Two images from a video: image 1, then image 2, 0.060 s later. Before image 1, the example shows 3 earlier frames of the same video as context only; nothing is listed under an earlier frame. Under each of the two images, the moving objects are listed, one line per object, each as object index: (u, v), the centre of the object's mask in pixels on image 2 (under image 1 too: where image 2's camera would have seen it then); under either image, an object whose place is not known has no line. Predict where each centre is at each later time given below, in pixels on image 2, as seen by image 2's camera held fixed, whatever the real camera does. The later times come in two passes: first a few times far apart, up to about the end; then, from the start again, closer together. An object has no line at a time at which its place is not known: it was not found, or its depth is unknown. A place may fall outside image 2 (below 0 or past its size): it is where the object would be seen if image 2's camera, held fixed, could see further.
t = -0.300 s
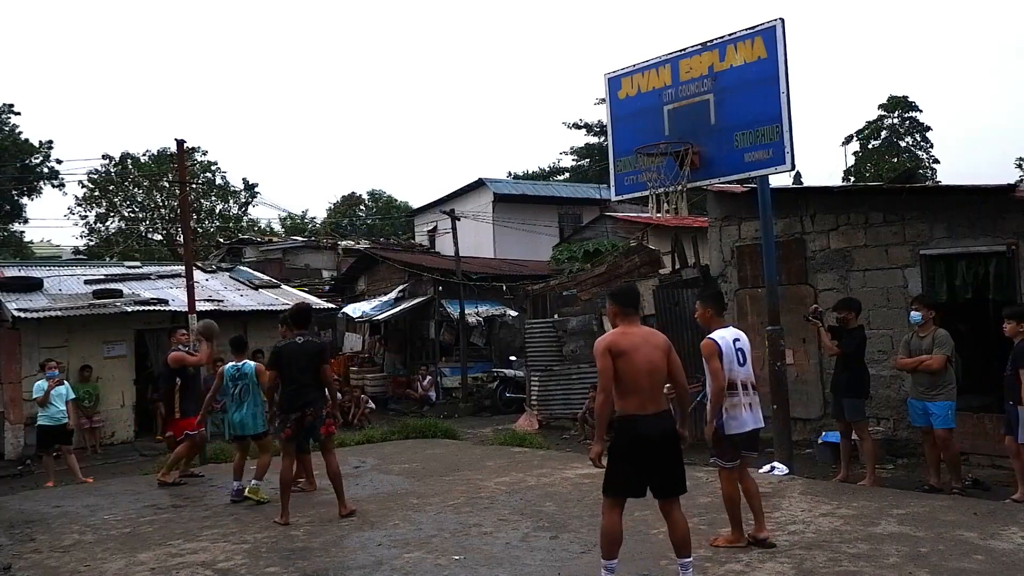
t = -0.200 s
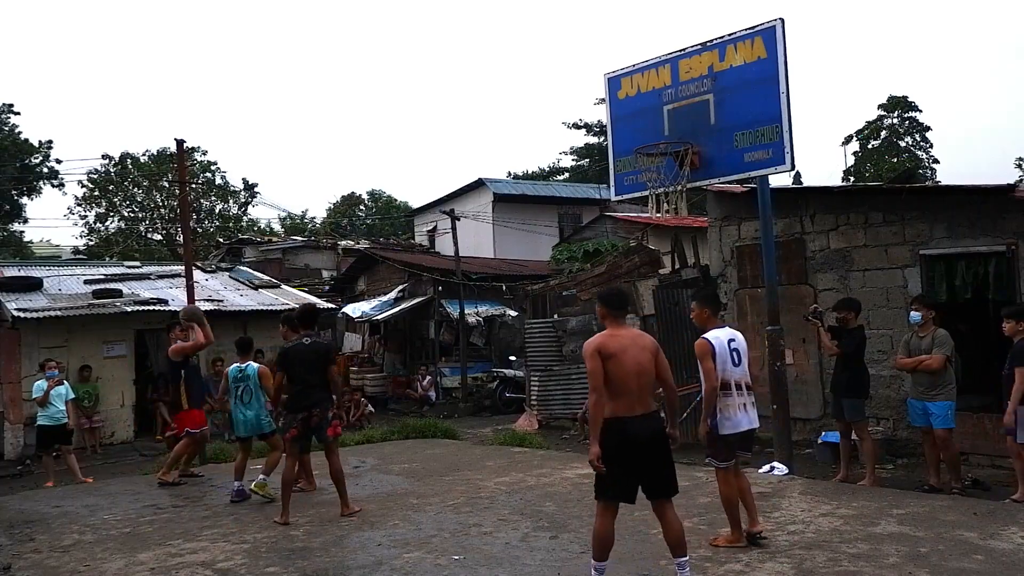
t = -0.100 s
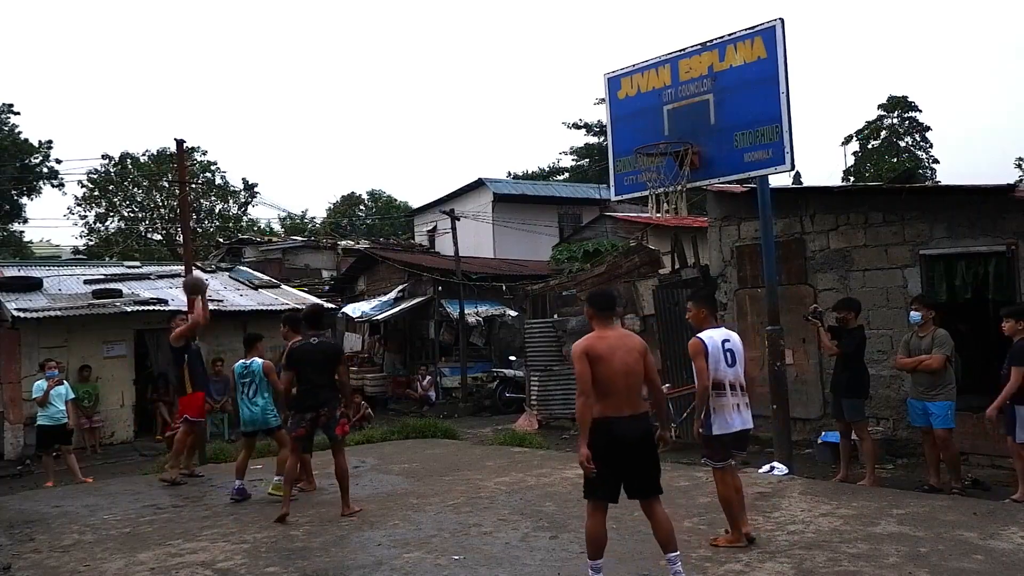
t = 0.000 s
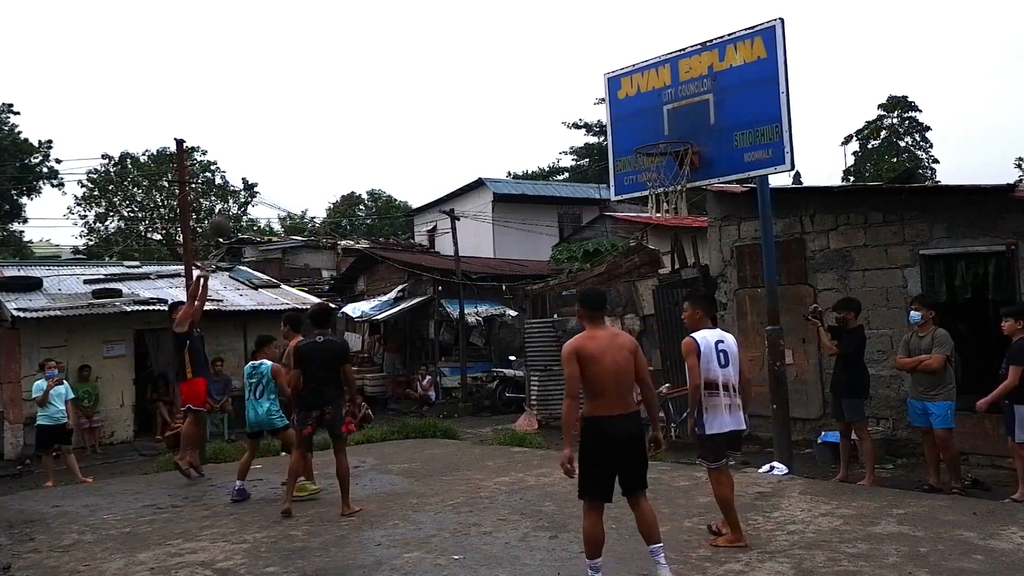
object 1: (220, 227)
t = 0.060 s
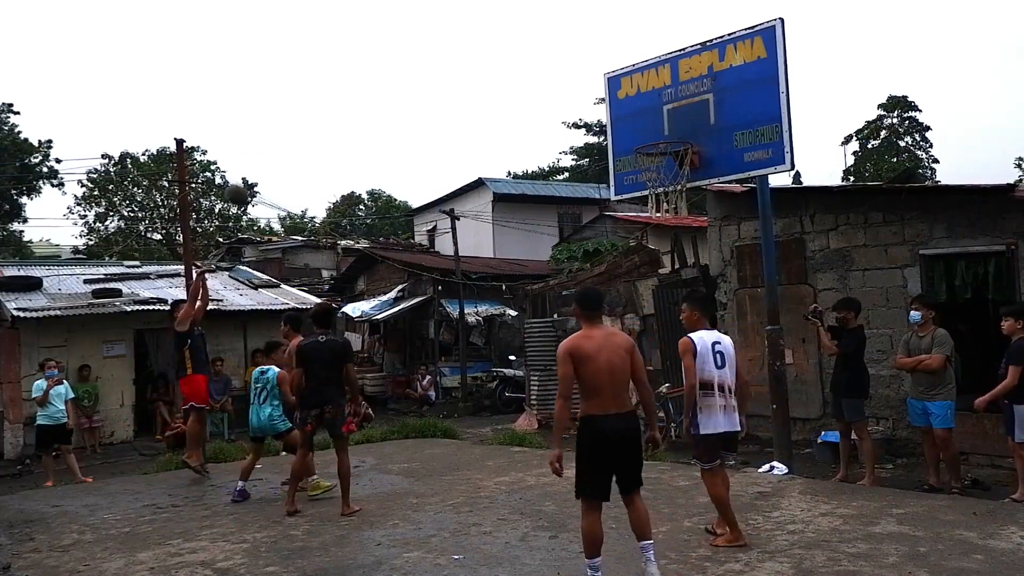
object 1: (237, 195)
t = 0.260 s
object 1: (296, 106)
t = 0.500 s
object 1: (373, 44)
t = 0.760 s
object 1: (466, 36)
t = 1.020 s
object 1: (570, 100)
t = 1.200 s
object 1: (643, 190)
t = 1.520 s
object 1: (786, 439)
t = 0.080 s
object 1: (242, 184)
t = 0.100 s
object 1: (248, 176)
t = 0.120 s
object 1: (254, 165)
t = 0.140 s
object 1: (260, 156)
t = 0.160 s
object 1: (266, 147)
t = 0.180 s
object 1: (272, 138)
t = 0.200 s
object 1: (278, 129)
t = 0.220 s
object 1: (284, 121)
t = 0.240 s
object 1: (290, 114)
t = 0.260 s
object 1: (296, 106)
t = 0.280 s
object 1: (302, 99)
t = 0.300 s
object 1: (308, 93)
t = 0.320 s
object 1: (315, 86)
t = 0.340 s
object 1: (321, 80)
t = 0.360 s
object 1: (327, 74)
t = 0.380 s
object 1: (334, 69)
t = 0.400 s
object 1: (340, 64)
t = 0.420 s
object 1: (347, 59)
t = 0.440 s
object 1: (353, 55)
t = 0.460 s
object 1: (360, 51)
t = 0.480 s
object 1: (366, 47)
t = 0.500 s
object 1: (373, 44)
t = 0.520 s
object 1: (380, 41)
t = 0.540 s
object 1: (387, 39)
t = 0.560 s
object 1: (394, 36)
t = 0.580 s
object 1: (400, 35)
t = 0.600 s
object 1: (408, 33)
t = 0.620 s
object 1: (415, 32)
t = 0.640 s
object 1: (422, 32)
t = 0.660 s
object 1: (429, 31)
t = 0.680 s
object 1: (436, 31)
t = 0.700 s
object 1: (443, 32)
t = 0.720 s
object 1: (451, 33)
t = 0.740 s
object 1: (458, 34)
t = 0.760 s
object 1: (466, 36)
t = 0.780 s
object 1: (473, 38)
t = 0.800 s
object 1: (481, 41)
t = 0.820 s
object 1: (488, 44)
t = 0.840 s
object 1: (496, 47)
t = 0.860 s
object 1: (504, 51)
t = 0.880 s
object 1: (512, 56)
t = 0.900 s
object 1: (520, 61)
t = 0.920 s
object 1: (528, 66)
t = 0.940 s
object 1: (536, 72)
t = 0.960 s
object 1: (544, 78)
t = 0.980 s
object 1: (553, 85)
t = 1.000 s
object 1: (561, 92)
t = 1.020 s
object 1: (570, 100)
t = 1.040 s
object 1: (578, 108)
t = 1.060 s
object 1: (587, 116)
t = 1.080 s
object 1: (596, 126)
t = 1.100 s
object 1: (605, 136)
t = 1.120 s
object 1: (613, 146)
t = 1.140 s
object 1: (623, 157)
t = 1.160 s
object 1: (631, 170)
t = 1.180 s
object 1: (637, 179)
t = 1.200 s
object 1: (643, 190)
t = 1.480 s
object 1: (767, 401)
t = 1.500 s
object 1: (778, 421)
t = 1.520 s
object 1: (786, 439)
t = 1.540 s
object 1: (797, 462)
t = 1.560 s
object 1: (806, 483)
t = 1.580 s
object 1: (807, 467)
